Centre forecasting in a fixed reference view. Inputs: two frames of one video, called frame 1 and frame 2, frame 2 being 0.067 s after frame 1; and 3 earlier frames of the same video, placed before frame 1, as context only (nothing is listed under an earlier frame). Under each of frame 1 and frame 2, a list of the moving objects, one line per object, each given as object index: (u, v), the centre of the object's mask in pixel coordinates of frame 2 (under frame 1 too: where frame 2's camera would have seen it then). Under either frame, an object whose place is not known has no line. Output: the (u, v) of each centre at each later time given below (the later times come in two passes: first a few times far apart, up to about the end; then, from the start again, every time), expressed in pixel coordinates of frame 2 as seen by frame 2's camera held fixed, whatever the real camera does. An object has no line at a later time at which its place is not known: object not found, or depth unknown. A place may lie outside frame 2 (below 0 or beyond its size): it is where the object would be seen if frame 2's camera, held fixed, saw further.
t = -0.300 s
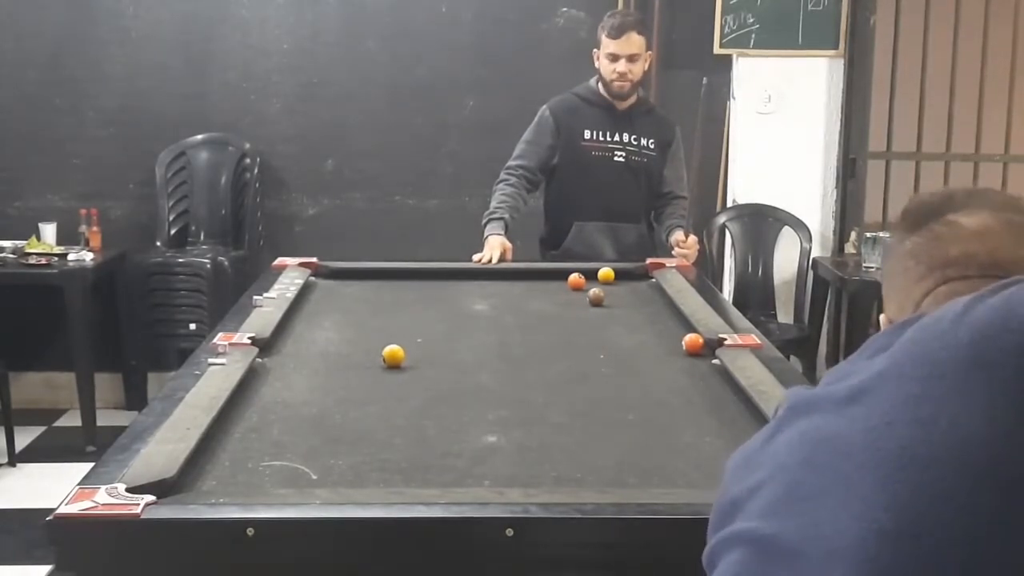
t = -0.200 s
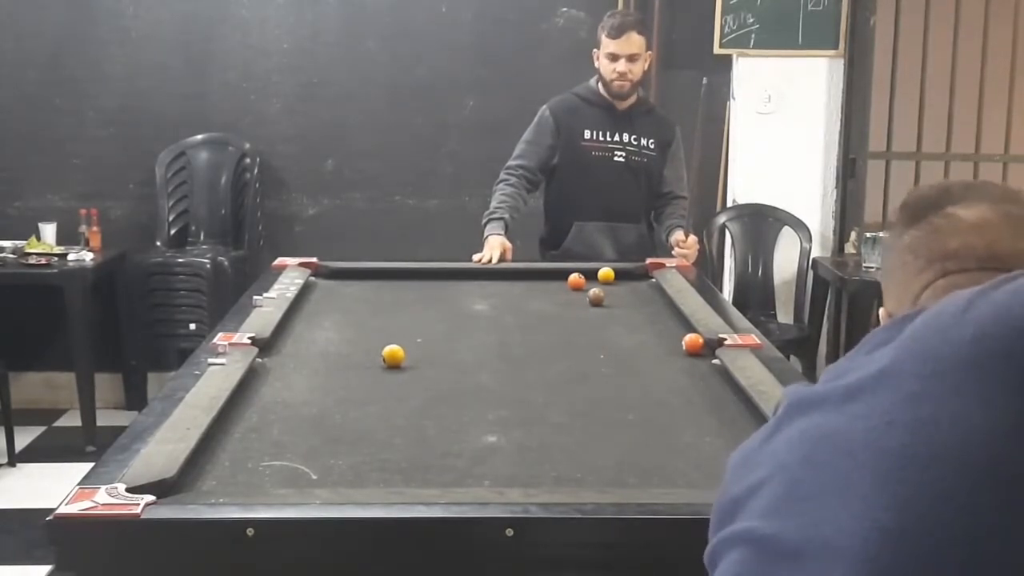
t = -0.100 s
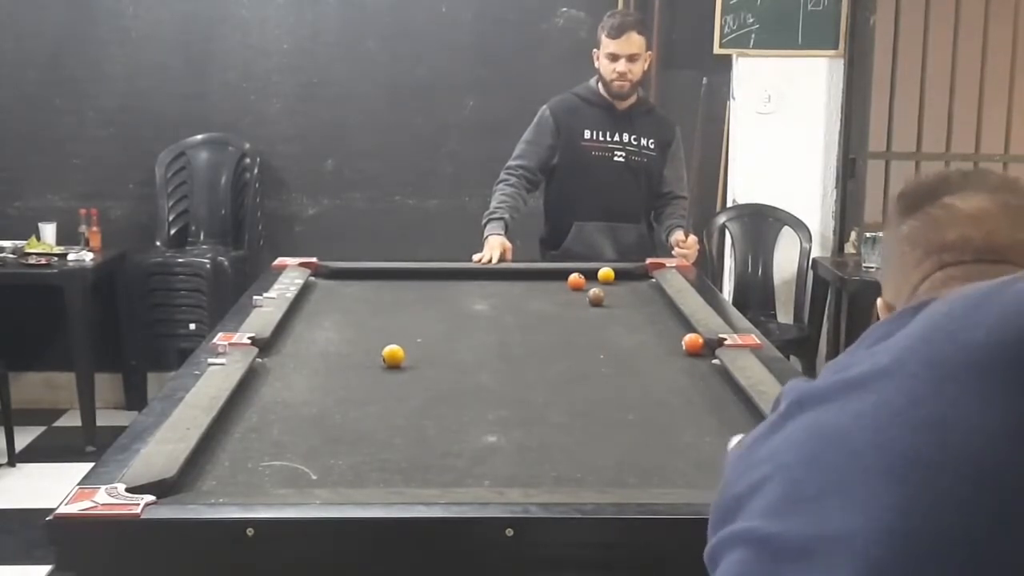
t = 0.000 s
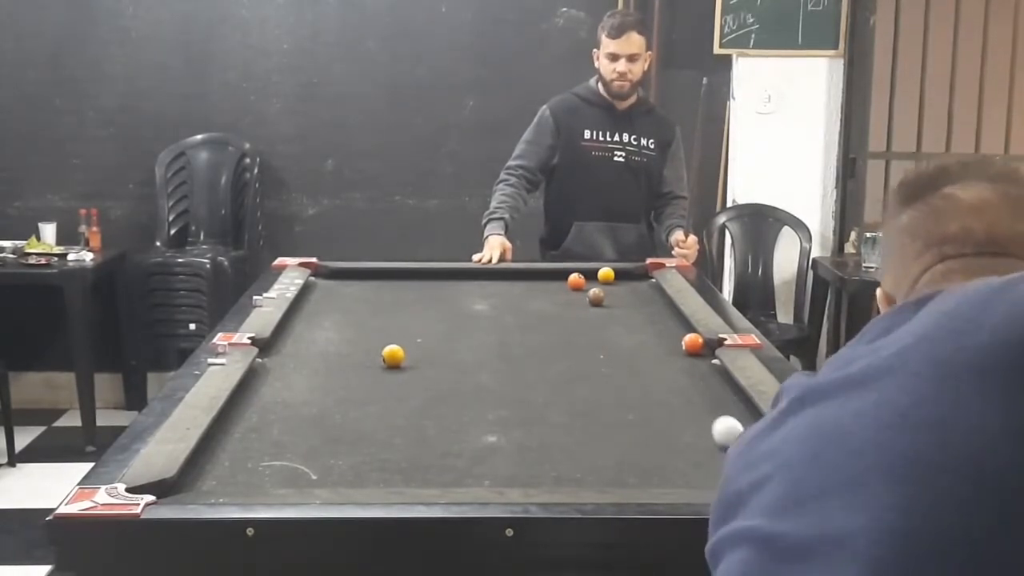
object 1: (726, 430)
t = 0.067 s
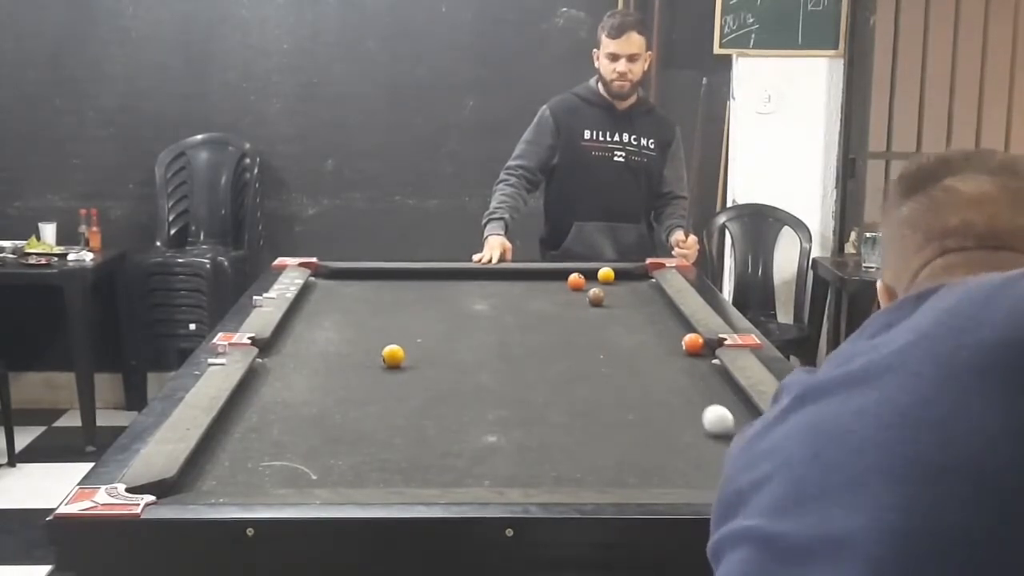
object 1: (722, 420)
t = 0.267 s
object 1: (694, 389)
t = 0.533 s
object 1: (663, 355)
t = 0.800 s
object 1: (640, 328)
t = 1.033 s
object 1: (622, 305)
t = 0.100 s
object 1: (717, 414)
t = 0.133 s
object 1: (712, 409)
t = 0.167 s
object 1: (708, 404)
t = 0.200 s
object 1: (701, 399)
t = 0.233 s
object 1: (698, 394)
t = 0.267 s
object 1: (694, 389)
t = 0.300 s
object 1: (690, 384)
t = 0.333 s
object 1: (686, 380)
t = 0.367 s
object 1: (683, 376)
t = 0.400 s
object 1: (677, 371)
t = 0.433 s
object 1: (673, 367)
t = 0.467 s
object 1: (669, 363)
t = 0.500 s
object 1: (666, 359)
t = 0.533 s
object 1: (663, 355)
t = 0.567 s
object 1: (659, 351)
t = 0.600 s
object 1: (657, 348)
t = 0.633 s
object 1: (653, 344)
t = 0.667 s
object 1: (650, 341)
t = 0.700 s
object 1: (648, 338)
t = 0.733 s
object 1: (645, 335)
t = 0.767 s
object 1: (642, 331)
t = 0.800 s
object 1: (640, 328)
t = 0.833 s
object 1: (637, 325)
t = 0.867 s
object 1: (635, 322)
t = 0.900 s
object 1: (632, 320)
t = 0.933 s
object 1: (630, 317)
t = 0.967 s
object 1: (627, 314)
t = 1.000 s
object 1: (625, 310)
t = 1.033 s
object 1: (622, 305)
